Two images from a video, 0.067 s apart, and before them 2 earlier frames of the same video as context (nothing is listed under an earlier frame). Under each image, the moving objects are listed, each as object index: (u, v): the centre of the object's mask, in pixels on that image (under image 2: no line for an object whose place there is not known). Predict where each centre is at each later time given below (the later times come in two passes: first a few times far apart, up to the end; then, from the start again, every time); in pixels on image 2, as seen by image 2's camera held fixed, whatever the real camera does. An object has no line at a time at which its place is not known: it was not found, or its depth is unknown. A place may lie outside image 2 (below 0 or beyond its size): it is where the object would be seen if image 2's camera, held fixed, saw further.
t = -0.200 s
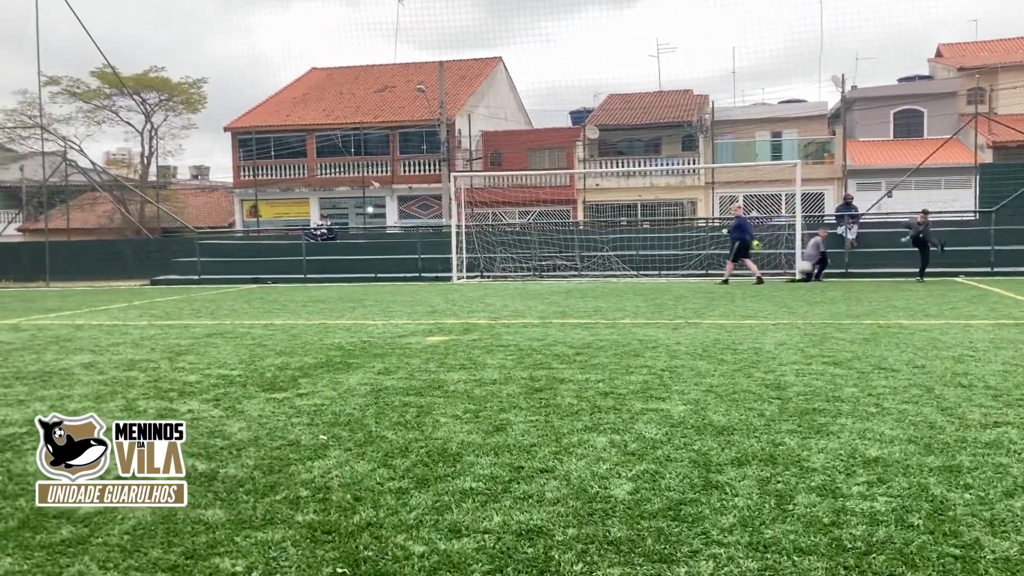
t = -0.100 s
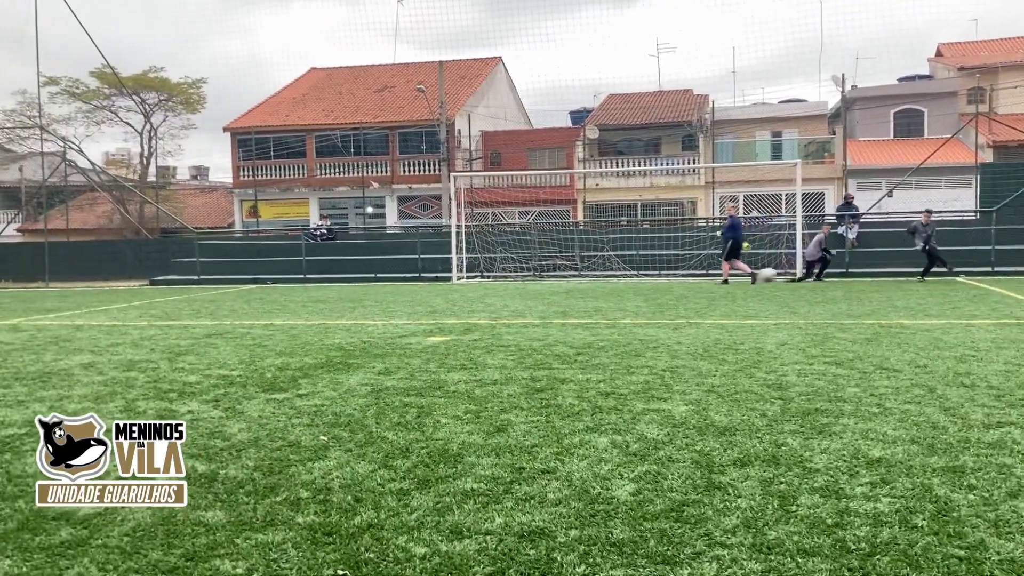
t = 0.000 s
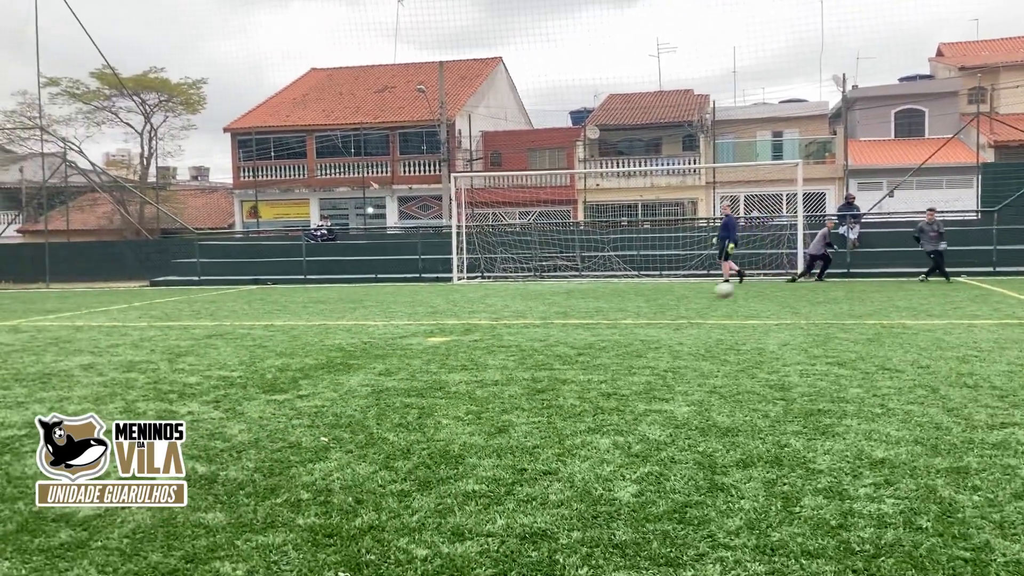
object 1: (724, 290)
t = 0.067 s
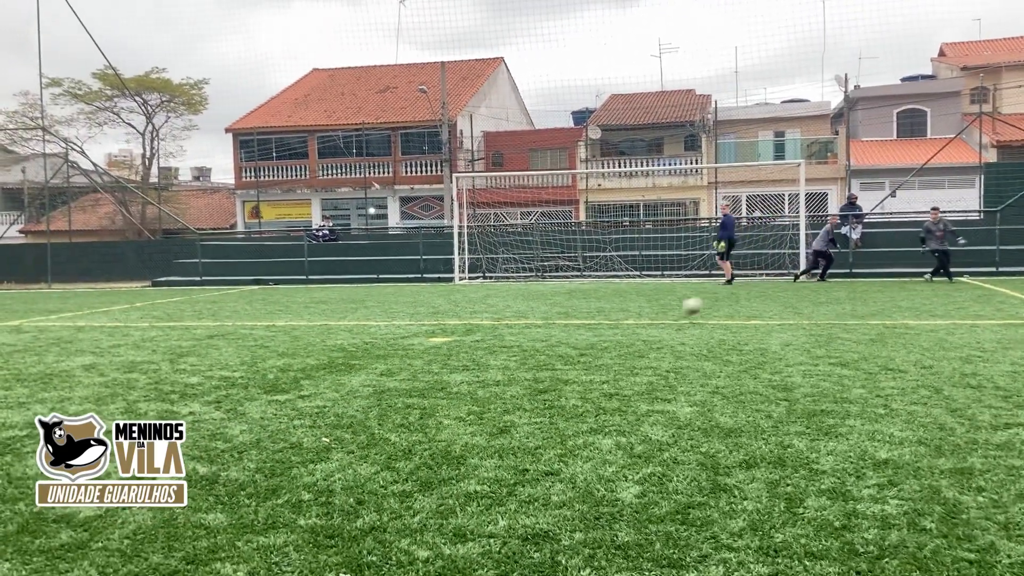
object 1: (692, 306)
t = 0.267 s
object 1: (579, 324)
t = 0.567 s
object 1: (363, 360)
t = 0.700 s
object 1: (248, 383)
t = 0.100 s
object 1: (672, 315)
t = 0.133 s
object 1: (655, 321)
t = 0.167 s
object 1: (635, 320)
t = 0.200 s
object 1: (617, 320)
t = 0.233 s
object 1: (598, 322)
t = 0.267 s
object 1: (579, 324)
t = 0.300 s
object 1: (557, 329)
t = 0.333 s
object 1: (536, 333)
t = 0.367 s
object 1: (512, 341)
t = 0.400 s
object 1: (486, 348)
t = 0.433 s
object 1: (464, 349)
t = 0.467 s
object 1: (441, 349)
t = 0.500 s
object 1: (415, 352)
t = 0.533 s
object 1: (389, 356)
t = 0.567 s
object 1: (363, 360)
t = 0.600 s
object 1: (335, 368)
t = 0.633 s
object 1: (305, 378)
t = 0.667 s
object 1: (277, 381)
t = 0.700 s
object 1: (248, 383)
